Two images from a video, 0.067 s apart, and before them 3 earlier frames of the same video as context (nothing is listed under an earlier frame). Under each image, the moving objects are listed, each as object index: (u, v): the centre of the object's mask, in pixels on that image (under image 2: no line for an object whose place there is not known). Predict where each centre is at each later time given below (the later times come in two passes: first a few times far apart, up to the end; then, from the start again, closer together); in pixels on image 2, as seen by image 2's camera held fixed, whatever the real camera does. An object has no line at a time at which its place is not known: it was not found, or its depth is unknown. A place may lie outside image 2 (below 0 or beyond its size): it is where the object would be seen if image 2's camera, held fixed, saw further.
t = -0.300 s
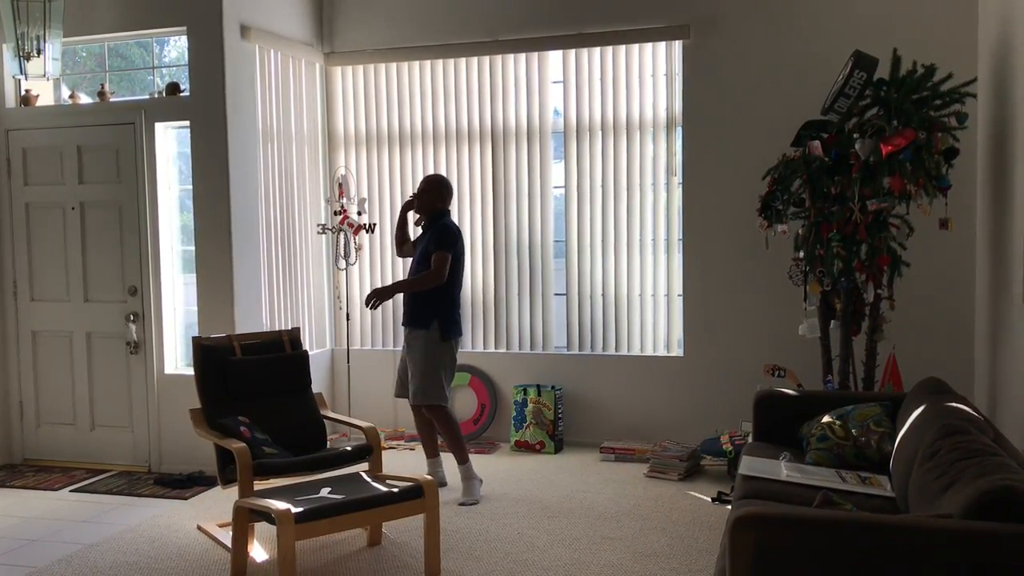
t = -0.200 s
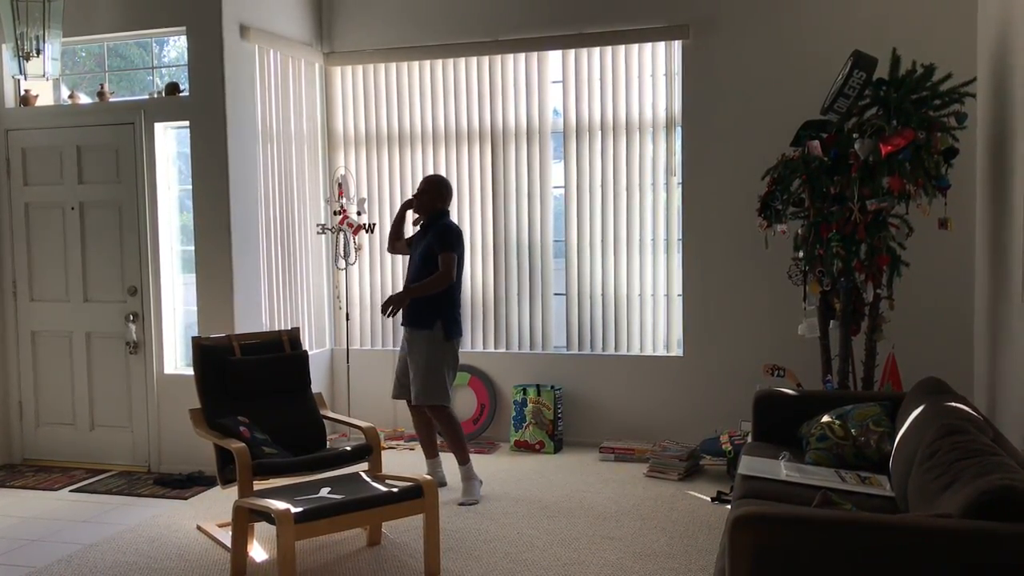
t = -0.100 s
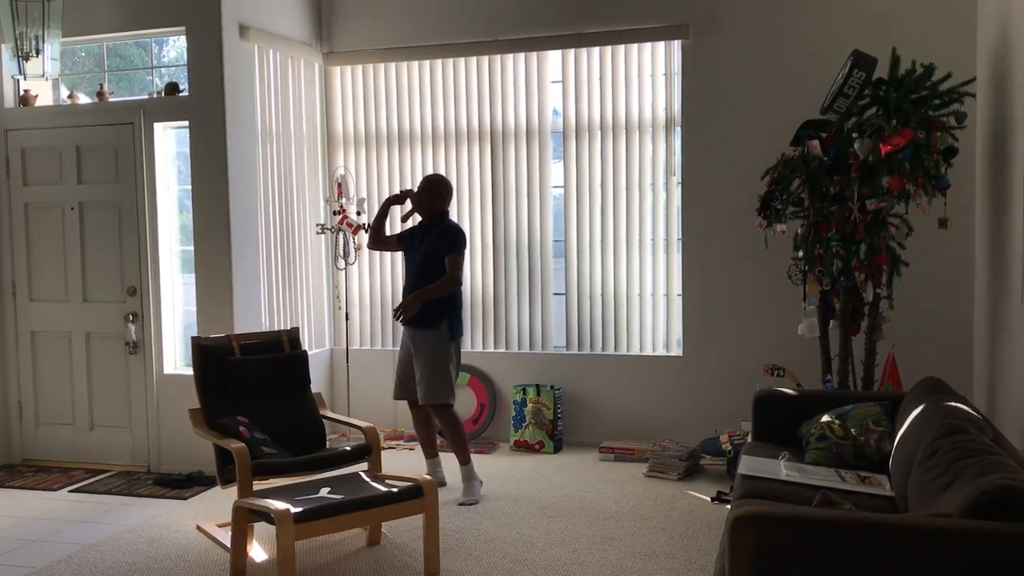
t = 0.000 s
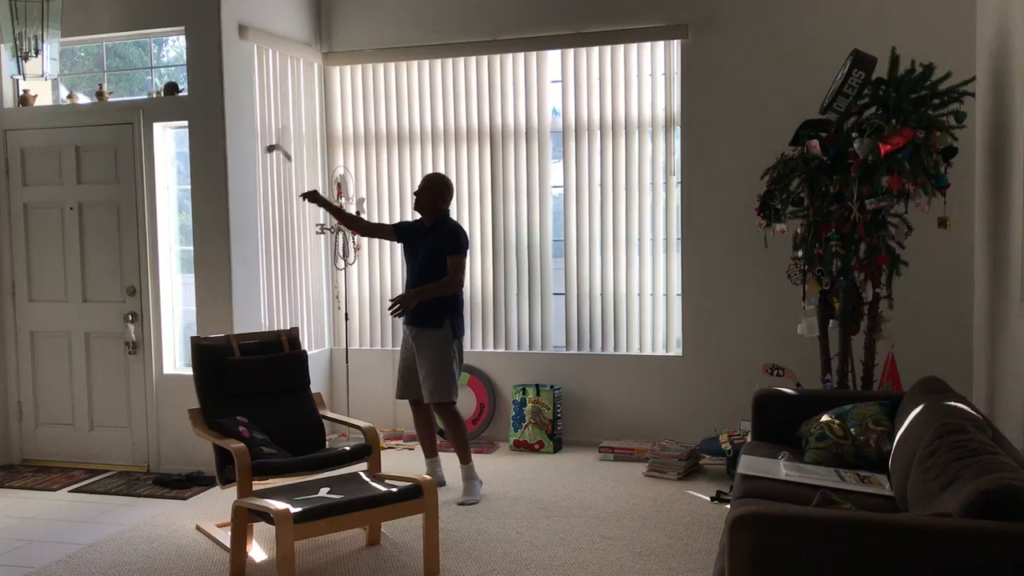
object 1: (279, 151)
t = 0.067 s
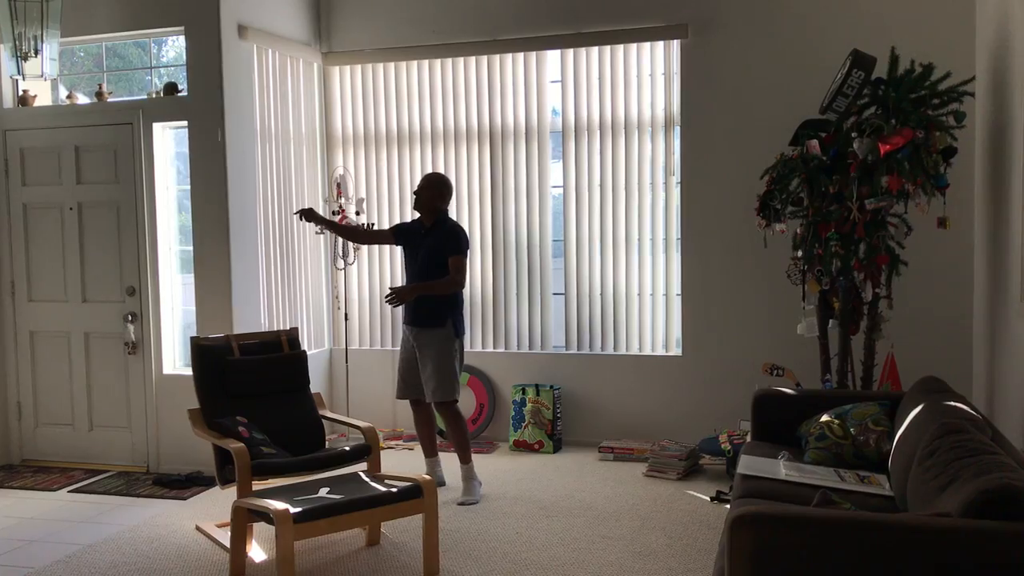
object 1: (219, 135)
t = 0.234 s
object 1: (447, 104)
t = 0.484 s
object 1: (582, 146)
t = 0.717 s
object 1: (461, 156)
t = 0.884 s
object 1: (378, 166)
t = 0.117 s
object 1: (245, 100)
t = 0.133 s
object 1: (268, 97)
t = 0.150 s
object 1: (294, 97)
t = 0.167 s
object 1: (323, 96)
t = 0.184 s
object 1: (356, 97)
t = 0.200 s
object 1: (386, 100)
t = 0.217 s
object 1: (416, 102)
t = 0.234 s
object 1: (447, 104)
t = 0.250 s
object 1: (474, 108)
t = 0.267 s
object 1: (499, 112)
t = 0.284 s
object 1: (522, 115)
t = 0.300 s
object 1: (543, 119)
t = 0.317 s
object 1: (559, 127)
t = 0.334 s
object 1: (571, 125)
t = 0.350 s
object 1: (581, 130)
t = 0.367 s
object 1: (588, 137)
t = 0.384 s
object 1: (596, 127)
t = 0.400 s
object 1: (597, 136)
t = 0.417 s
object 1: (596, 138)
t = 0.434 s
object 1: (594, 140)
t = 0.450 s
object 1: (591, 142)
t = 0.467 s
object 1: (587, 144)
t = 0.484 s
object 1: (582, 146)
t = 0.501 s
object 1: (575, 146)
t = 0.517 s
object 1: (568, 149)
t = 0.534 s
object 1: (560, 150)
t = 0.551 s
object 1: (553, 151)
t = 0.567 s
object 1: (545, 151)
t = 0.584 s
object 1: (535, 151)
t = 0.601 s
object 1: (526, 152)
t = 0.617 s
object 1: (517, 152)
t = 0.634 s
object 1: (507, 153)
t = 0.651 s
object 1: (498, 154)
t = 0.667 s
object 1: (489, 154)
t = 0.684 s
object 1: (479, 155)
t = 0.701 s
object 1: (470, 155)
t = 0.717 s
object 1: (461, 156)
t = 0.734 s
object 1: (452, 155)
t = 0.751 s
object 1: (443, 157)
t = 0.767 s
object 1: (434, 157)
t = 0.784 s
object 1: (426, 158)
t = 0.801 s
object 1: (417, 159)
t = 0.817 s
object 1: (409, 161)
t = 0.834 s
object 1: (401, 162)
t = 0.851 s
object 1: (394, 163)
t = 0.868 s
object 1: (386, 164)
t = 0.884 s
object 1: (378, 166)
